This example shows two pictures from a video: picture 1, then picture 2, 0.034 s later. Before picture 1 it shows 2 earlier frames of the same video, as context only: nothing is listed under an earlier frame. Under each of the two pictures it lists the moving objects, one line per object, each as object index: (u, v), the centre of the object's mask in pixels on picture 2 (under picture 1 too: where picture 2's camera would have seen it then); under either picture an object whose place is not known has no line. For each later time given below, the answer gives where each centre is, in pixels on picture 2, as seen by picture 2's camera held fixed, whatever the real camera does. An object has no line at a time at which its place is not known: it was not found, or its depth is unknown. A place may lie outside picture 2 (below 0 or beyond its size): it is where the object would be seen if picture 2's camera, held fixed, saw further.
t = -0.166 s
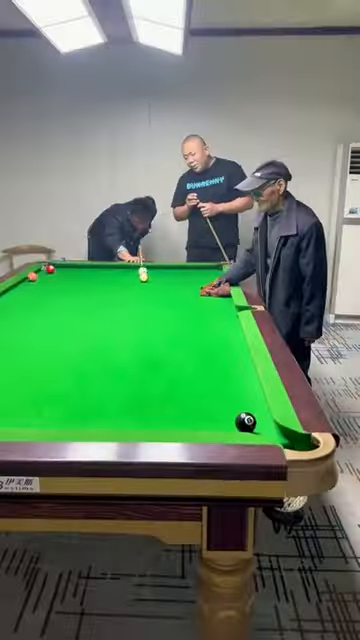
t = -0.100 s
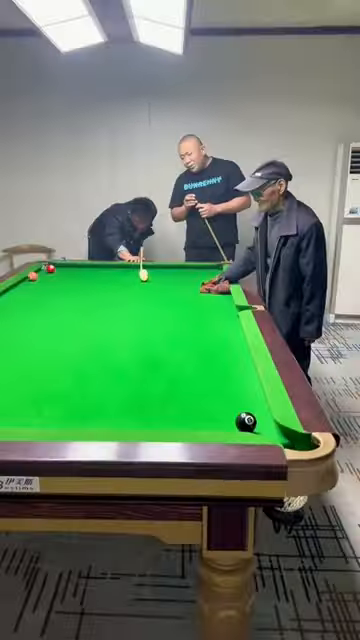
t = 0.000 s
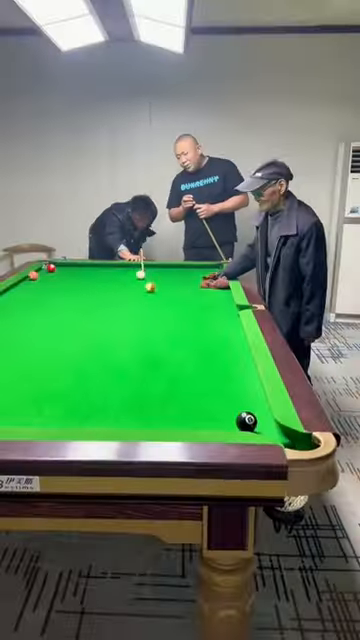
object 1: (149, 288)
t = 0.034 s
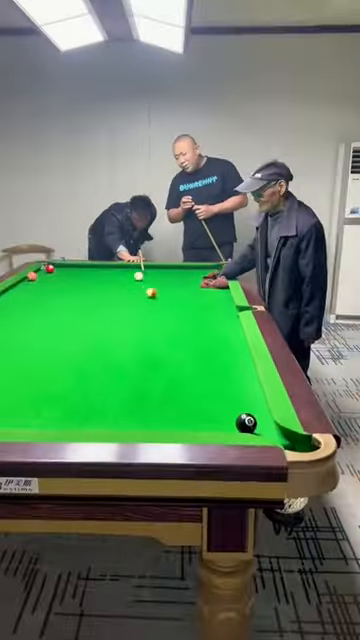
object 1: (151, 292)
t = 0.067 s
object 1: (153, 297)
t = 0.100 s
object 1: (156, 303)
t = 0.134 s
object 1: (158, 308)
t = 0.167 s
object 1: (161, 314)
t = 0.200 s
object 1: (164, 320)
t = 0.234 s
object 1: (167, 327)
